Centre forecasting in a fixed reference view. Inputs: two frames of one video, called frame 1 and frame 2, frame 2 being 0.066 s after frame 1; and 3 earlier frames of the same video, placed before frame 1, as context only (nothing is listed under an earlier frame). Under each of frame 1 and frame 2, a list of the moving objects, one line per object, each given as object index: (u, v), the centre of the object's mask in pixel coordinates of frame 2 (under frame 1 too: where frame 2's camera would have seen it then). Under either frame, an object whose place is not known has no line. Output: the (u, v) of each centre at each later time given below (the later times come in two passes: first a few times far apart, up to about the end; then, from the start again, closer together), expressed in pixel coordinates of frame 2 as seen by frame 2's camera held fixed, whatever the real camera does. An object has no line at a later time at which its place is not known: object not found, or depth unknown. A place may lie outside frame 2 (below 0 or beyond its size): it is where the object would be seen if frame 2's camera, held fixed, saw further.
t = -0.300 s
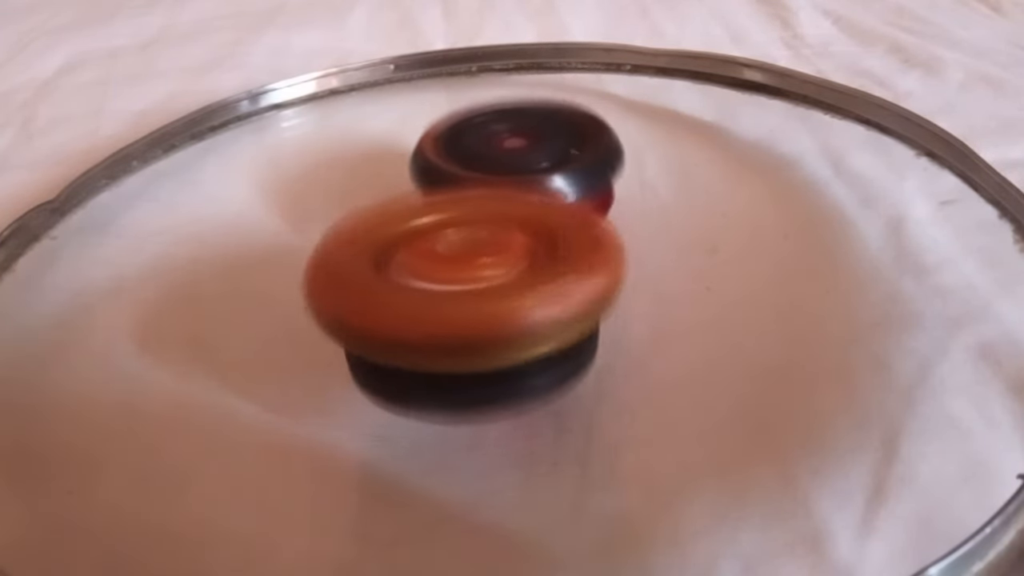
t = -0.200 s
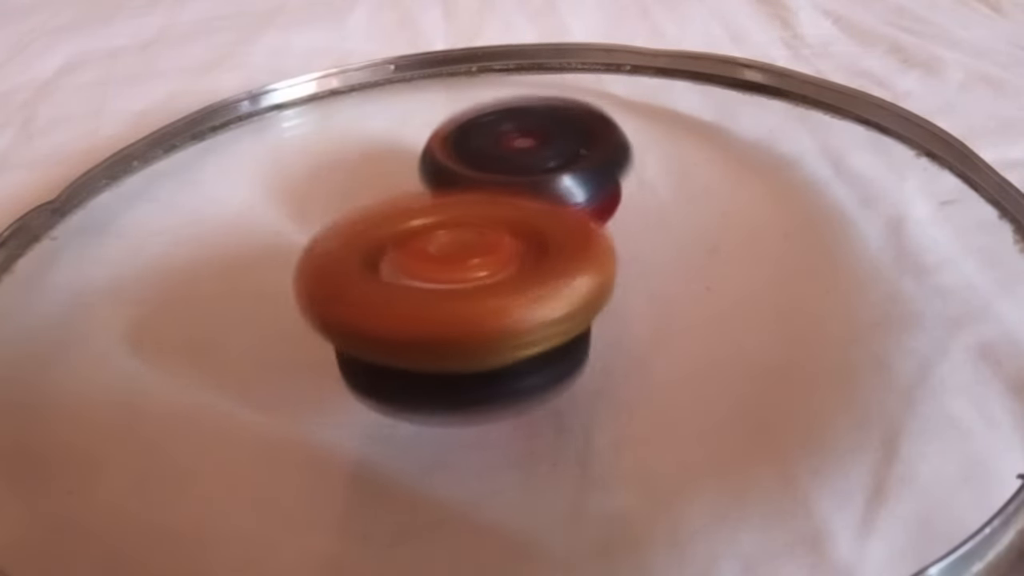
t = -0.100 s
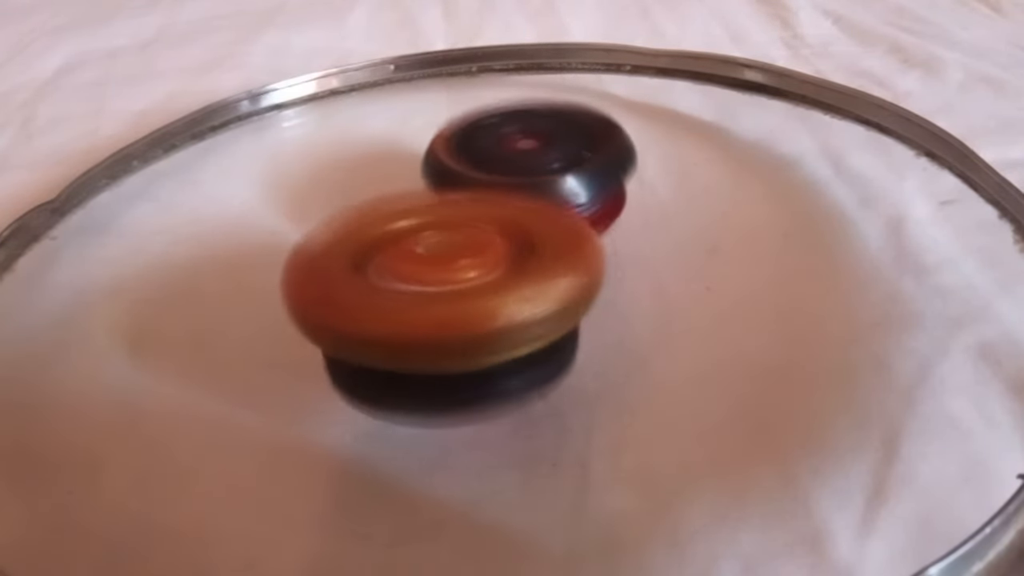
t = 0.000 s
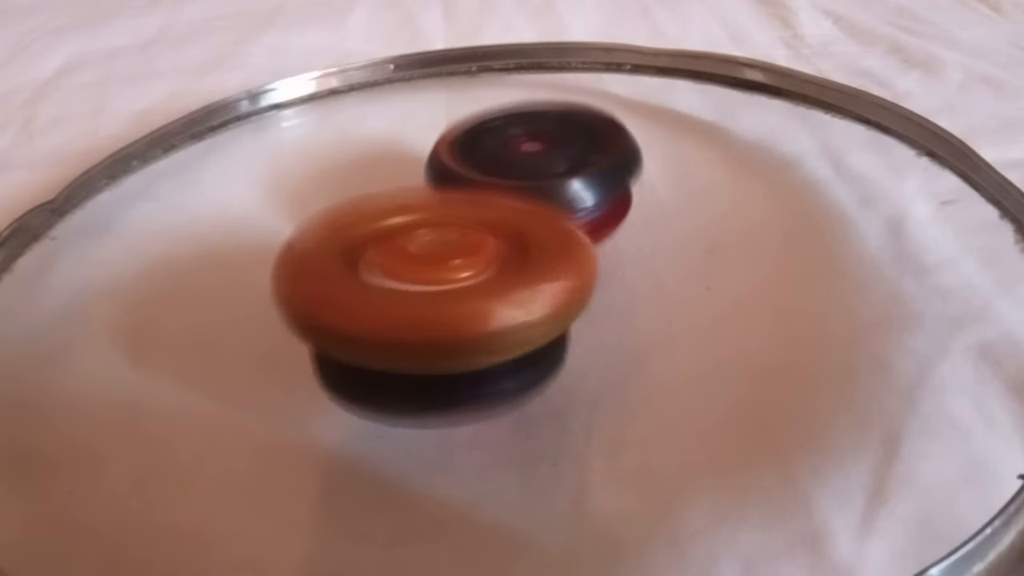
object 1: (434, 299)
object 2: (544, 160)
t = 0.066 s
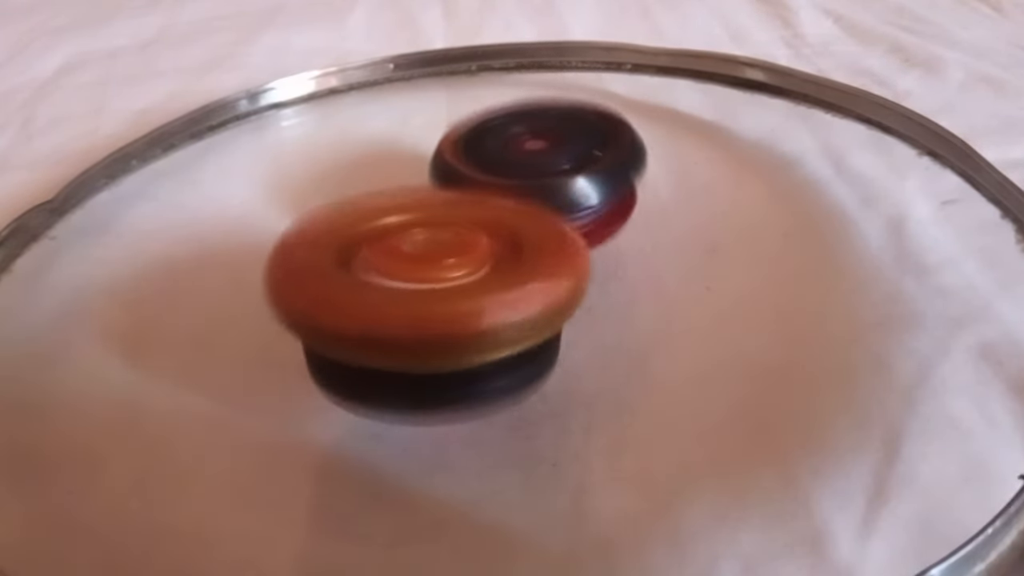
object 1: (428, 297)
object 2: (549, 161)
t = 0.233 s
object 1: (392, 312)
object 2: (560, 153)
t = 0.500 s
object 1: (390, 293)
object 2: (553, 150)
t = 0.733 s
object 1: (407, 269)
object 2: (556, 152)
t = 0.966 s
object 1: (384, 288)
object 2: (574, 153)
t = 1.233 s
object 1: (396, 275)
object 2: (579, 172)
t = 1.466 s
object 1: (359, 289)
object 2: (615, 180)
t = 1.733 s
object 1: (359, 283)
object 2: (621, 185)
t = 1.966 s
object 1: (382, 261)
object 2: (624, 194)
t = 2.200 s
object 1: (347, 254)
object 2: (657, 203)
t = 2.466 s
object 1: (349, 243)
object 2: (635, 206)
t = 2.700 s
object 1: (309, 242)
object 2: (714, 181)
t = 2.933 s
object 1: (346, 242)
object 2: (677, 188)
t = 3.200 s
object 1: (367, 253)
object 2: (638, 207)
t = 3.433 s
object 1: (333, 260)
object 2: (617, 227)
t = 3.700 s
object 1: (328, 249)
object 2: (608, 236)
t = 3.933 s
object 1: (347, 227)
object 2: (627, 239)
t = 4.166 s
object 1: (371, 213)
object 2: (641, 238)
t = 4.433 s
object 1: (370, 200)
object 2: (654, 237)
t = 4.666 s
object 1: (369, 195)
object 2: (660, 243)
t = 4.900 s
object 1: (376, 204)
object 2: (630, 251)
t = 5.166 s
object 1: (357, 221)
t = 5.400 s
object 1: (332, 226)
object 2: (596, 270)
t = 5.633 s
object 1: (328, 219)
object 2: (590, 272)
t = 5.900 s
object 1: (335, 198)
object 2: (643, 265)
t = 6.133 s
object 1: (380, 205)
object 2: (629, 260)
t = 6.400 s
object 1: (358, 207)
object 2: (650, 265)
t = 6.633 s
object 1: (358, 200)
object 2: (623, 261)
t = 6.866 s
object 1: (345, 184)
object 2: (710, 280)
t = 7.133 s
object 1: (376, 181)
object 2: (699, 260)
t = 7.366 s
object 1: (373, 219)
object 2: (595, 260)
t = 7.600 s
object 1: (334, 212)
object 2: (588, 294)
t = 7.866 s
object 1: (366, 205)
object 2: (601, 286)
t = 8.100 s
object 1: (383, 200)
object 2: (626, 290)
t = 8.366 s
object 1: (385, 185)
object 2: (623, 279)
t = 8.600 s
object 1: (400, 186)
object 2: (645, 294)
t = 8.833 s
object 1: (382, 215)
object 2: (575, 293)
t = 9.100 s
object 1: (363, 195)
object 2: (529, 321)
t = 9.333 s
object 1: (398, 175)
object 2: (599, 358)
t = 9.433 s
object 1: (426, 184)
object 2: (592, 344)
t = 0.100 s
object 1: (426, 296)
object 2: (550, 163)
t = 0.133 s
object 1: (423, 295)
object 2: (550, 163)
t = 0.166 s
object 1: (407, 304)
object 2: (553, 160)
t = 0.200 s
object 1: (398, 309)
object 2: (556, 154)
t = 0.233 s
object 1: (392, 312)
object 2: (560, 153)
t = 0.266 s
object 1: (387, 314)
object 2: (562, 152)
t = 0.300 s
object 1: (385, 314)
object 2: (561, 150)
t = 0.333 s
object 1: (384, 313)
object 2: (561, 148)
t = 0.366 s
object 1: (383, 312)
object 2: (560, 148)
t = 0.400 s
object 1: (384, 309)
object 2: (558, 148)
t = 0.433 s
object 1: (384, 305)
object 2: (557, 149)
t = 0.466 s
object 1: (387, 299)
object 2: (555, 149)
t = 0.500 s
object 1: (390, 293)
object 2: (553, 150)
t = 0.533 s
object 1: (396, 286)
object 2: (552, 151)
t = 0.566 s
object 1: (403, 278)
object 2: (551, 152)
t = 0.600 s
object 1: (408, 271)
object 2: (550, 152)
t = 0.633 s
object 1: (404, 271)
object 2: (549, 149)
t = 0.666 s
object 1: (405, 271)
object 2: (551, 147)
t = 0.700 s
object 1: (407, 270)
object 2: (554, 148)
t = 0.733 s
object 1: (407, 269)
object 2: (556, 152)
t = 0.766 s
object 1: (398, 272)
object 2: (558, 151)
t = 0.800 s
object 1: (388, 279)
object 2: (562, 150)
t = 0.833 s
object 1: (386, 282)
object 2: (567, 150)
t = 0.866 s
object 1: (384, 284)
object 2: (572, 151)
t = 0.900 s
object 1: (382, 286)
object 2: (572, 151)
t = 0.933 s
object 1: (382, 287)
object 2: (573, 152)
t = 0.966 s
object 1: (384, 288)
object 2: (574, 153)
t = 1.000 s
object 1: (384, 287)
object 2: (574, 154)
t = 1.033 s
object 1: (384, 287)
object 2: (573, 156)
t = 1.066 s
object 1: (388, 285)
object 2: (574, 158)
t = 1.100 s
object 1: (391, 283)
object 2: (573, 161)
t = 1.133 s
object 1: (394, 281)
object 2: (572, 163)
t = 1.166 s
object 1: (400, 278)
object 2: (572, 165)
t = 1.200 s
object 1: (400, 276)
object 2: (574, 168)
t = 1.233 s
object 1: (396, 275)
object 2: (579, 172)
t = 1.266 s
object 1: (392, 276)
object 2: (583, 175)
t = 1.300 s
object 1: (392, 277)
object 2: (587, 176)
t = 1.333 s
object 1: (390, 278)
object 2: (592, 179)
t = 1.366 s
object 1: (390, 278)
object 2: (595, 184)
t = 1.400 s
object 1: (381, 280)
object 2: (600, 185)
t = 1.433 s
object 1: (366, 285)
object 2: (606, 181)
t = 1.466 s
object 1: (359, 289)
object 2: (615, 180)
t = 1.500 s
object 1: (352, 290)
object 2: (621, 181)
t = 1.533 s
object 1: (349, 291)
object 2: (624, 181)
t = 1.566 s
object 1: (346, 292)
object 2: (626, 180)
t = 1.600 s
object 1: (346, 292)
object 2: (627, 180)
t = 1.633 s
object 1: (347, 291)
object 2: (627, 181)
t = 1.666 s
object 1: (348, 290)
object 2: (626, 182)
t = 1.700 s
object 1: (353, 286)
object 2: (624, 182)
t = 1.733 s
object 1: (359, 283)
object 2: (621, 185)
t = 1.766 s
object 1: (367, 278)
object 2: (617, 188)
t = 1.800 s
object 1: (378, 272)
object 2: (614, 189)
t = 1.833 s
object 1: (384, 267)
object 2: (612, 191)
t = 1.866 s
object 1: (379, 264)
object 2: (617, 190)
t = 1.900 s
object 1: (384, 263)
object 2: (623, 188)
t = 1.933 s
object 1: (384, 264)
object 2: (625, 190)
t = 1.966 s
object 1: (382, 261)
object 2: (624, 194)
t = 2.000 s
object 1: (380, 258)
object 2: (624, 198)
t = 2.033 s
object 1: (378, 257)
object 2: (628, 198)
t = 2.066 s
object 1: (377, 255)
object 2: (633, 201)
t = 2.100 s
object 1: (377, 253)
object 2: (633, 206)
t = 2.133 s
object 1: (373, 252)
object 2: (634, 208)
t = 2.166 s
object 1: (354, 254)
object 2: (649, 202)
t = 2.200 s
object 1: (347, 254)
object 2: (657, 203)
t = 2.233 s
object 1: (340, 254)
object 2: (661, 203)
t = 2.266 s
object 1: (336, 252)
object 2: (662, 202)
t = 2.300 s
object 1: (334, 251)
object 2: (660, 202)
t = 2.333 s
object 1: (333, 251)
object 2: (658, 202)
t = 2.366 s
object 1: (335, 249)
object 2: (654, 202)
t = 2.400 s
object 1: (337, 247)
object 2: (650, 202)
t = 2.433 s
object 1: (342, 245)
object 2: (644, 204)
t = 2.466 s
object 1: (349, 243)
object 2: (635, 206)
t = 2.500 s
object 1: (358, 241)
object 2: (626, 207)
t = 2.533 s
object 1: (360, 237)
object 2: (627, 205)
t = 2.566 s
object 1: (331, 240)
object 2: (666, 195)
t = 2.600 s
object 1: (322, 241)
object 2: (690, 188)
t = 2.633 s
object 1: (316, 242)
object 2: (704, 186)
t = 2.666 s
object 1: (310, 242)
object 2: (709, 184)
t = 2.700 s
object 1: (309, 242)
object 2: (714, 181)
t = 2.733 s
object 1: (309, 243)
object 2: (716, 181)
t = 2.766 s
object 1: (309, 244)
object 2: (714, 180)
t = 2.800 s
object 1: (312, 243)
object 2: (711, 180)
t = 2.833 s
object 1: (317, 244)
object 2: (706, 182)
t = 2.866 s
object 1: (324, 243)
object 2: (697, 182)
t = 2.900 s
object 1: (334, 242)
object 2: (688, 185)
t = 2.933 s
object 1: (346, 242)
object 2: (677, 188)
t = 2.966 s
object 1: (361, 242)
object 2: (663, 191)
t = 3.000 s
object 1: (375, 243)
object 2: (649, 196)
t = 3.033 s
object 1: (387, 242)
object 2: (637, 200)
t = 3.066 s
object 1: (384, 244)
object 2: (636, 198)
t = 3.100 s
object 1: (385, 245)
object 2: (637, 200)
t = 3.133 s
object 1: (381, 247)
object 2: (638, 202)
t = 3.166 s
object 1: (374, 251)
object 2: (642, 202)
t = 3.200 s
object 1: (367, 253)
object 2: (638, 207)
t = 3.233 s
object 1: (359, 255)
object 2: (634, 211)
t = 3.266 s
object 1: (355, 256)
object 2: (629, 214)
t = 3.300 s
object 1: (352, 257)
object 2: (623, 219)
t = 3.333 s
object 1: (350, 258)
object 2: (616, 221)
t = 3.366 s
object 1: (340, 259)
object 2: (619, 222)
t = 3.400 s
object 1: (338, 260)
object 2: (618, 225)
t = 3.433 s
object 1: (333, 260)
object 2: (617, 227)
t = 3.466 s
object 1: (329, 260)
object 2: (614, 231)
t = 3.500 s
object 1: (330, 259)
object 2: (608, 232)
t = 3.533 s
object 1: (322, 257)
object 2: (614, 232)
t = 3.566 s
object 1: (323, 256)
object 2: (618, 233)
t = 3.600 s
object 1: (323, 254)
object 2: (616, 233)
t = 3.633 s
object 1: (320, 253)
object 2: (615, 235)
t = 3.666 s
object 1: (324, 250)
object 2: (612, 236)
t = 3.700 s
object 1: (328, 249)
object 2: (608, 236)
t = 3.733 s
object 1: (329, 246)
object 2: (610, 237)
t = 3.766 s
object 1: (332, 242)
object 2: (612, 237)
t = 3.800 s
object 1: (334, 240)
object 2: (620, 238)
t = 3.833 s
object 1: (338, 238)
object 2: (619, 241)
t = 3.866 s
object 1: (340, 234)
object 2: (619, 240)
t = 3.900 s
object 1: (345, 231)
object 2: (622, 241)
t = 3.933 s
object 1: (347, 227)
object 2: (627, 239)
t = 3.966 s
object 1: (354, 226)
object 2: (627, 240)
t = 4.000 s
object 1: (356, 224)
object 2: (628, 240)
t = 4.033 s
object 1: (361, 221)
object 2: (629, 237)
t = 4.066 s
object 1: (365, 219)
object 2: (632, 238)
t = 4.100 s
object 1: (365, 216)
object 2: (638, 237)
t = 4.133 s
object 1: (369, 214)
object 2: (642, 237)
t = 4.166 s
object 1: (371, 213)
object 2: (641, 238)
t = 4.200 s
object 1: (375, 212)
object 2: (639, 235)
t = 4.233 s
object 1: (379, 211)
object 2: (637, 236)
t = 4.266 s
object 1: (382, 208)
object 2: (639, 234)
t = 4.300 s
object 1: (380, 207)
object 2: (646, 235)
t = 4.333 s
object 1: (377, 203)
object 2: (657, 237)
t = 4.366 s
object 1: (376, 203)
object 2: (659, 236)
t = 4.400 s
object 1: (371, 201)
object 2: (658, 238)
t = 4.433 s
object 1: (370, 200)
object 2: (654, 237)
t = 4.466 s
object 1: (373, 199)
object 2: (650, 237)
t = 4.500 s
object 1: (374, 199)
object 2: (643, 237)
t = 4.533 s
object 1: (374, 199)
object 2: (636, 235)
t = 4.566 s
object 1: (380, 200)
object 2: (630, 236)
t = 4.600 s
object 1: (372, 197)
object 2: (643, 237)
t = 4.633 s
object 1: (372, 195)
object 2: (658, 239)
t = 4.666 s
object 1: (369, 195)
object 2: (660, 243)
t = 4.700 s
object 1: (365, 194)
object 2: (660, 244)
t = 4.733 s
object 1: (363, 195)
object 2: (658, 248)
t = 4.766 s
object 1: (364, 196)
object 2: (652, 246)
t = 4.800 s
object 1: (366, 198)
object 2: (650, 248)
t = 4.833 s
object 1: (368, 199)
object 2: (643, 249)
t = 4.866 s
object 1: (372, 201)
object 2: (638, 248)
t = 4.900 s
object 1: (376, 204)
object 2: (630, 251)
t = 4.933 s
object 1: (378, 208)
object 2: (626, 249)
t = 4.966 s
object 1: (376, 209)
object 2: (636, 253)
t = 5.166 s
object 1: (357, 221)
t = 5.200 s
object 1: (350, 222)
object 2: (616, 266)
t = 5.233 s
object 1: (344, 222)
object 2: (610, 266)
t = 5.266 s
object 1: (337, 224)
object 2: (608, 268)
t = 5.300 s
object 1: (336, 224)
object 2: (601, 267)
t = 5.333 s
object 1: (334, 226)
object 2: (599, 268)
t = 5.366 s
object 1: (330, 225)
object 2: (598, 270)
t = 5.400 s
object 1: (332, 226)
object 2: (596, 270)
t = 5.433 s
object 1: (329, 225)
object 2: (596, 273)
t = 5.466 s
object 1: (323, 223)
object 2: (602, 271)
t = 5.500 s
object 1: (324, 221)
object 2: (599, 274)
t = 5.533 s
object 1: (323, 221)
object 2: (597, 273)
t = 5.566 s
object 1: (323, 220)
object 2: (596, 276)
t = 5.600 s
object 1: (324, 220)
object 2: (589, 273)
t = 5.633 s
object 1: (328, 219)
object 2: (590, 272)
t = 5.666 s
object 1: (316, 212)
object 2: (622, 275)
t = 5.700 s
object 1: (316, 208)
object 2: (645, 275)
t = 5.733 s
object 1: (317, 206)
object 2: (648, 277)
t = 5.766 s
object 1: (316, 203)
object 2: (650, 275)
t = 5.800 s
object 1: (317, 199)
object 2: (650, 276)
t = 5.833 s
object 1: (323, 198)
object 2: (650, 270)
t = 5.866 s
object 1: (327, 197)
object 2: (645, 270)
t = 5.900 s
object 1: (335, 198)
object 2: (643, 265)
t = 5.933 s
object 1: (347, 197)
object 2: (636, 265)
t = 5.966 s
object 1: (359, 199)
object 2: (628, 260)
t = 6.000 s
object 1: (370, 201)
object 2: (617, 260)
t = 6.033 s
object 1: (370, 203)
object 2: (625, 256)
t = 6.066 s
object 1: (369, 201)
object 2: (636, 259)
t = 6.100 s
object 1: (376, 203)
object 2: (634, 258)
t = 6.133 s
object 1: (380, 205)
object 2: (629, 260)
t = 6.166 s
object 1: (375, 206)
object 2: (633, 260)
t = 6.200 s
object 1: (376, 207)
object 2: (634, 263)
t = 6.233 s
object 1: (376, 210)
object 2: (628, 261)
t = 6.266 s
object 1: (371, 211)
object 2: (630, 262)
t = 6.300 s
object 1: (371, 211)
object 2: (625, 262)
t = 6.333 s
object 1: (372, 210)
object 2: (625, 262)
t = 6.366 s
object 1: (361, 210)
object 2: (641, 264)
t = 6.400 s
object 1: (358, 207)
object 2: (650, 265)
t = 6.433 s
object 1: (354, 206)
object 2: (650, 266)
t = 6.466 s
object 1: (346, 204)
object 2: (651, 266)
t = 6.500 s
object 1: (345, 201)
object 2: (647, 266)
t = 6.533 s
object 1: (346, 201)
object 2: (645, 265)
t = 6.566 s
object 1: (350, 201)
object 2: (637, 263)
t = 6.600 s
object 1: (351, 199)
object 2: (632, 262)
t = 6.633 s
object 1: (358, 200)
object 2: (623, 261)
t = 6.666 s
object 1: (365, 199)
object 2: (615, 260)
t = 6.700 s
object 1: (368, 200)
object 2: (611, 260)
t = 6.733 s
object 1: (372, 197)
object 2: (610, 261)
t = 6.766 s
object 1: (369, 195)
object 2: (623, 264)
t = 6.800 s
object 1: (351, 188)
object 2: (666, 272)
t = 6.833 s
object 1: (345, 185)
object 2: (695, 277)
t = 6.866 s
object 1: (345, 184)
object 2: (710, 280)
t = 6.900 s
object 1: (345, 182)
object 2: (716, 279)
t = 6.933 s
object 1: (341, 180)
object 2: (724, 279)
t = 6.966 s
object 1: (343, 177)
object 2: (729, 274)
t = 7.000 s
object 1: (347, 175)
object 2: (730, 273)
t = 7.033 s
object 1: (357, 175)
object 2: (727, 268)
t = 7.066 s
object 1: (364, 175)
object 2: (720, 267)
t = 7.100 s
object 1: (370, 178)
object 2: (711, 262)
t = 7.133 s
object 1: (376, 181)
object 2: (699, 260)
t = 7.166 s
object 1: (382, 186)
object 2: (683, 257)
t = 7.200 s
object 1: (389, 190)
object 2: (665, 256)
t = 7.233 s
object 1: (392, 198)
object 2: (644, 256)
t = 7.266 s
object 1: (394, 204)
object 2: (623, 255)
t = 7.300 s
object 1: (389, 210)
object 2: (608, 258)
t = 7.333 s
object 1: (380, 214)
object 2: (605, 259)
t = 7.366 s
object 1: (373, 219)
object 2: (595, 260)
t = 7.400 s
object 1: (363, 221)
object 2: (592, 264)
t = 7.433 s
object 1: (355, 222)
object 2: (586, 269)
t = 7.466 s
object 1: (348, 223)
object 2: (580, 273)
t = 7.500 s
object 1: (339, 225)
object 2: (583, 282)
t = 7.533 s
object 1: (335, 224)
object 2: (587, 286)
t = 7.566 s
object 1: (335, 217)
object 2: (586, 290)
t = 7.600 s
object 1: (334, 212)
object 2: (588, 294)
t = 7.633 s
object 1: (334, 212)
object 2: (591, 294)
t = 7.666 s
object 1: (337, 209)
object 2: (594, 296)
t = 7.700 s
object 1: (342, 205)
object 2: (598, 294)
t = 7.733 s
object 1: (347, 204)
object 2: (598, 295)
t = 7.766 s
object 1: (354, 203)
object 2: (598, 294)
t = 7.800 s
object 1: (361, 204)
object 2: (597, 292)
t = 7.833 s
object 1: (367, 205)
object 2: (596, 291)
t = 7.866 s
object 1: (366, 205)
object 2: (601, 286)
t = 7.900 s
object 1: (373, 206)
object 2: (596, 286)
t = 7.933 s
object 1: (382, 204)
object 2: (595, 286)
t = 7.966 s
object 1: (387, 203)
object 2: (598, 286)
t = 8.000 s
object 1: (391, 202)
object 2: (606, 289)
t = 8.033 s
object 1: (391, 204)
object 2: (609, 287)
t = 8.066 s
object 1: (387, 203)
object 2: (618, 289)
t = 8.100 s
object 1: (383, 200)
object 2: (626, 290)
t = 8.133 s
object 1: (382, 197)
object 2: (623, 291)
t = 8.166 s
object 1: (380, 197)
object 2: (623, 291)
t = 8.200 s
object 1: (377, 196)
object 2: (624, 287)
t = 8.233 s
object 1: (374, 192)
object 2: (624, 286)
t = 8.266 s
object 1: (377, 189)
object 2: (622, 281)
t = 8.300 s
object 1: (382, 189)
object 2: (614, 278)
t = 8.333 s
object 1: (390, 193)
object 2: (606, 278)
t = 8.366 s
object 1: (385, 185)
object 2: (623, 279)
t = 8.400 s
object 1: (382, 178)
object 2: (644, 289)
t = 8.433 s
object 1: (389, 178)
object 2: (661, 291)
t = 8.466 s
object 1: (397, 178)
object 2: (664, 292)
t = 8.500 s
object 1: (400, 180)
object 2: (660, 295)
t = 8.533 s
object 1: (401, 181)
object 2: (656, 293)
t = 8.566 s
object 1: (399, 184)
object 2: (649, 293)
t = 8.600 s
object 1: (400, 186)
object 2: (645, 294)
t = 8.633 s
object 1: (404, 190)
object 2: (641, 288)
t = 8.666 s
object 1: (405, 194)
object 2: (630, 288)
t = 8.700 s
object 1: (404, 198)
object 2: (619, 289)
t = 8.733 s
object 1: (402, 202)
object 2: (606, 284)
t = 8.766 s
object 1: (396, 206)
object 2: (590, 286)
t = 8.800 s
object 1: (389, 213)
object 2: (580, 288)
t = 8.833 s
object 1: (382, 215)
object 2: (575, 293)
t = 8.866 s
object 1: (375, 212)
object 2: (570, 297)
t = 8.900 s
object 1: (367, 214)
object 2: (559, 296)
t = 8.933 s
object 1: (361, 211)
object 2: (546, 302)
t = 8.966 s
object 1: (359, 208)
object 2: (543, 310)
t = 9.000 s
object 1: (355, 203)
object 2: (542, 315)
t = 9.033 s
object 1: (358, 199)
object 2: (539, 320)
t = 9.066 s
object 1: (361, 194)
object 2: (535, 322)
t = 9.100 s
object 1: (363, 195)
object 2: (529, 321)
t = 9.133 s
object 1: (366, 191)
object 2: (528, 323)
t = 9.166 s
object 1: (371, 191)
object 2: (529, 323)
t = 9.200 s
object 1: (375, 191)
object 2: (528, 321)
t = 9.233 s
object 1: (381, 190)
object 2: (550, 336)
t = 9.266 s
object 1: (385, 184)
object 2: (578, 348)
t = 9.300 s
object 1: (393, 177)
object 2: (593, 355)
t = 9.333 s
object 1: (398, 175)
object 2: (599, 358)
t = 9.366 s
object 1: (406, 175)
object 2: (601, 355)
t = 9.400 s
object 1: (414, 180)
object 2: (595, 350)
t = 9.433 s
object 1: (426, 184)
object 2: (592, 344)
